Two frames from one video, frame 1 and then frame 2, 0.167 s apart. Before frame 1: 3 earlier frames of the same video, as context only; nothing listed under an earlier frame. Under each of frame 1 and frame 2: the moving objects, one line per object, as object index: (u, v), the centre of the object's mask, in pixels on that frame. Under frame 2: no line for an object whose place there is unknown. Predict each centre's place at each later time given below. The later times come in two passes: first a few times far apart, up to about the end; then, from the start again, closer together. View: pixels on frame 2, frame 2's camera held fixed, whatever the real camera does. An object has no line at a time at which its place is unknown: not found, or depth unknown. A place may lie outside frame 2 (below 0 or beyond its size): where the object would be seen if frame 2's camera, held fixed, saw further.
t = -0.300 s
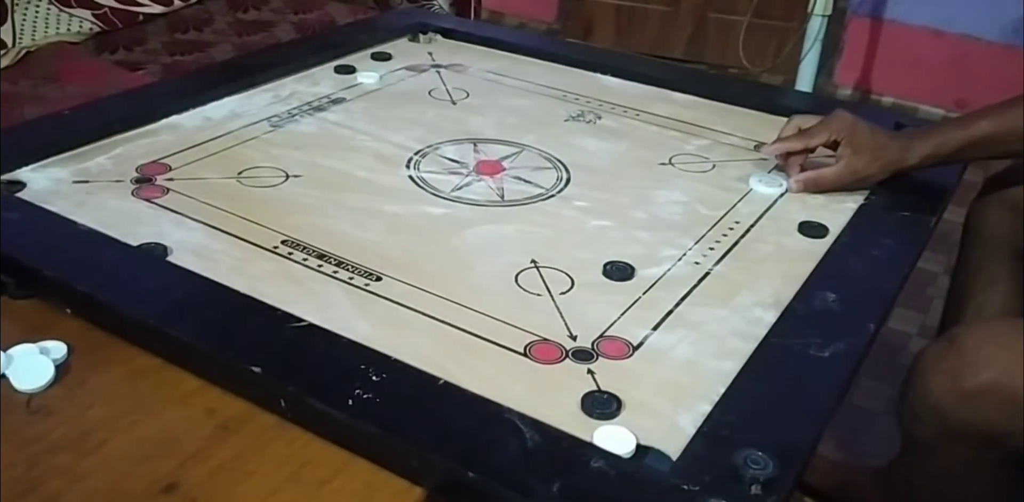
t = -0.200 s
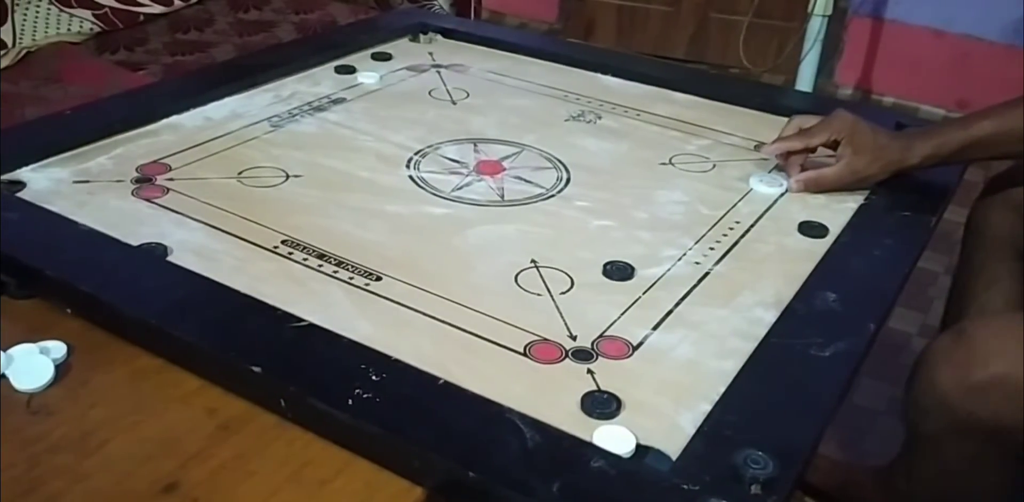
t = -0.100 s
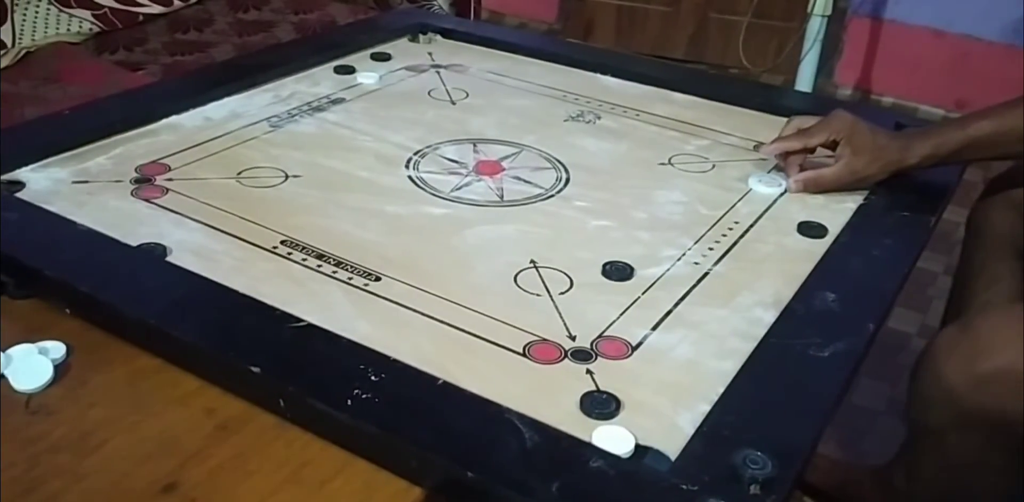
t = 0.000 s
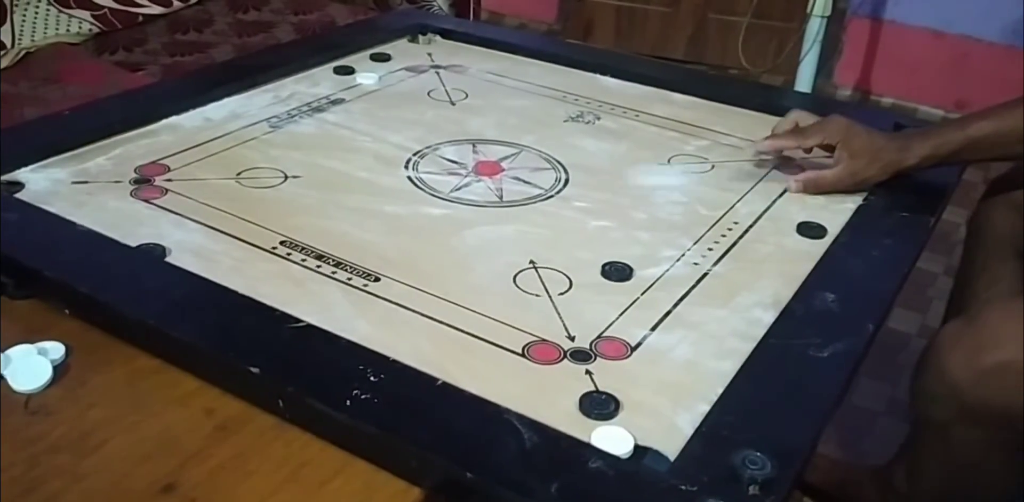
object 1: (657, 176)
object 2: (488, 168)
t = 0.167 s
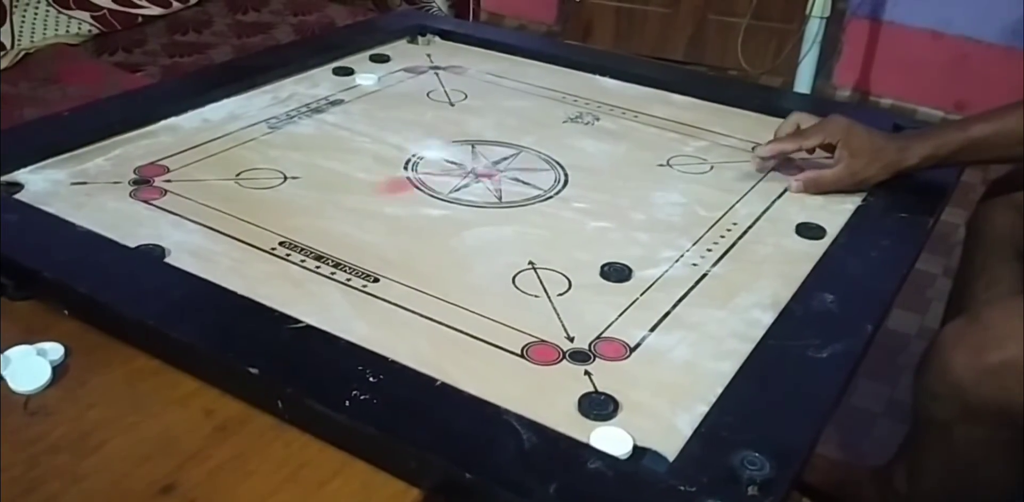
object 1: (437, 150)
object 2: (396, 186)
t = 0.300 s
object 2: (244, 210)
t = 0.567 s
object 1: (222, 111)
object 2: (103, 215)
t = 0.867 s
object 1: (222, 112)
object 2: (105, 209)
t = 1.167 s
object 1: (222, 111)
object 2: (104, 209)
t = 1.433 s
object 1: (223, 111)
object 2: (104, 209)
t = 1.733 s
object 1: (223, 111)
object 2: (104, 209)
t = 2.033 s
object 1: (223, 111)
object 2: (105, 209)
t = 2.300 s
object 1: (222, 111)
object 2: (104, 209)
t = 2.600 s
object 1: (223, 110)
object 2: (104, 209)
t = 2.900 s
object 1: (223, 110)
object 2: (104, 209)
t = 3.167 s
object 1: (223, 110)
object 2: (104, 209)
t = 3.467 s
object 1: (223, 110)
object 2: (103, 209)
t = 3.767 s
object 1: (222, 111)
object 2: (104, 209)
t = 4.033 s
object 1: (223, 110)
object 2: (104, 209)
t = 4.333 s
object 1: (222, 111)
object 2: (104, 209)
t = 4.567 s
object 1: (223, 110)
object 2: (104, 209)
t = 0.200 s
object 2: (357, 192)
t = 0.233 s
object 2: (318, 198)
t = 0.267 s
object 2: (280, 204)
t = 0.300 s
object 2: (244, 210)
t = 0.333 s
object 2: (208, 215)
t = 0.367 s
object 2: (177, 220)
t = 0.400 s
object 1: (239, 117)
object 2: (144, 224)
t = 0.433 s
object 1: (221, 116)
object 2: (118, 228)
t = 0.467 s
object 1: (218, 110)
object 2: (101, 228)
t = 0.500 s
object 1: (220, 111)
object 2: (100, 223)
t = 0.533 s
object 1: (221, 111)
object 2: (100, 219)
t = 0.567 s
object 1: (222, 111)
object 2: (103, 215)
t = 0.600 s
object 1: (221, 111)
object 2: (104, 212)
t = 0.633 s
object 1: (222, 111)
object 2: (104, 210)
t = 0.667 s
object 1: (221, 111)
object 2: (104, 209)
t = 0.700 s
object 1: (221, 111)
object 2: (104, 209)
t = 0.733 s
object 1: (222, 111)
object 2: (104, 209)
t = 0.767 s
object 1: (221, 112)
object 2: (104, 209)
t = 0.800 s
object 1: (222, 111)
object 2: (104, 209)
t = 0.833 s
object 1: (222, 111)
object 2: (104, 209)
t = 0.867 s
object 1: (222, 112)
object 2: (105, 209)
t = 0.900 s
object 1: (223, 112)
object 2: (105, 209)
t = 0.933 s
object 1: (222, 112)
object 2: (104, 209)
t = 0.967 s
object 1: (222, 112)
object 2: (104, 209)
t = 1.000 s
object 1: (222, 112)
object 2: (104, 209)
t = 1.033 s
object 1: (222, 111)
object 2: (104, 209)
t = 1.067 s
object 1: (222, 111)
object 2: (104, 209)
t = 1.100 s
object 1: (222, 111)
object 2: (104, 209)
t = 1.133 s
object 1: (222, 111)
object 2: (104, 209)
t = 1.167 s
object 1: (222, 111)
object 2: (104, 209)
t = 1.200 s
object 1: (222, 111)
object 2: (104, 209)
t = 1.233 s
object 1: (222, 111)
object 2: (104, 209)
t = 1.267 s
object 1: (223, 111)
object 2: (104, 209)
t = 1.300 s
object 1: (222, 111)
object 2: (104, 209)
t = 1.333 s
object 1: (222, 111)
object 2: (104, 209)
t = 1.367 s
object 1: (223, 111)
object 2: (104, 209)
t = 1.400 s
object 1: (223, 111)
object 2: (105, 209)
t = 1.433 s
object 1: (223, 111)
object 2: (104, 209)
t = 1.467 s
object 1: (223, 111)
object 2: (105, 209)
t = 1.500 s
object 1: (223, 111)
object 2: (105, 209)
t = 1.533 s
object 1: (223, 111)
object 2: (105, 209)
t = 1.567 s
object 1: (223, 111)
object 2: (105, 209)
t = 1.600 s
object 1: (223, 111)
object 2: (105, 209)
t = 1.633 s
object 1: (223, 111)
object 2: (105, 209)
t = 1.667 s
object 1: (223, 111)
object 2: (105, 209)
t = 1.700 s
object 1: (223, 111)
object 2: (105, 209)
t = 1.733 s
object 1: (223, 111)
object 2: (104, 209)
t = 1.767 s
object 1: (223, 111)
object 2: (104, 209)
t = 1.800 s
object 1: (223, 111)
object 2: (105, 209)
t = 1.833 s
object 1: (223, 111)
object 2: (104, 209)
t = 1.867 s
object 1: (223, 111)
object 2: (104, 209)
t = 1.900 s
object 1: (222, 111)
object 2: (105, 209)
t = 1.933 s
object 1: (223, 111)
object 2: (105, 209)
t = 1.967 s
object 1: (223, 111)
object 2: (105, 209)
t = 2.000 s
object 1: (223, 111)
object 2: (105, 209)
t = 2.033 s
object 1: (223, 111)
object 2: (105, 209)
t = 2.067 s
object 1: (223, 111)
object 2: (104, 209)
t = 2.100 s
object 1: (223, 111)
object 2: (105, 209)
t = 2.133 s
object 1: (223, 111)
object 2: (104, 209)
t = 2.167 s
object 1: (222, 111)
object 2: (104, 209)
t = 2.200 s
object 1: (222, 111)
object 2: (104, 209)
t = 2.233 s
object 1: (222, 111)
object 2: (104, 209)
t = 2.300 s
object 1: (222, 111)
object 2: (104, 209)
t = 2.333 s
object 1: (222, 111)
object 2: (104, 208)
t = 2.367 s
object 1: (222, 110)
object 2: (104, 209)
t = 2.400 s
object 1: (222, 110)
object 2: (105, 209)
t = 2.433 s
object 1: (223, 111)
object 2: (104, 209)
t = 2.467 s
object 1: (223, 111)
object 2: (104, 208)
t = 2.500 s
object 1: (223, 111)
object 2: (105, 209)
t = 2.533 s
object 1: (222, 111)
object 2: (105, 209)
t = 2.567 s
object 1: (222, 111)
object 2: (105, 209)
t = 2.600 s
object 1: (223, 110)
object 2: (104, 209)
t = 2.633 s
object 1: (223, 111)
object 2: (105, 209)
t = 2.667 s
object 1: (223, 111)
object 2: (105, 209)
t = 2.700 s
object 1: (223, 111)
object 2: (104, 209)
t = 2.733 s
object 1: (223, 111)
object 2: (104, 209)
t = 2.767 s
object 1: (223, 110)
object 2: (104, 209)
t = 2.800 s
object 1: (223, 110)
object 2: (104, 209)
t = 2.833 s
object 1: (223, 110)
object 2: (104, 209)
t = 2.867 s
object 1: (223, 110)
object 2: (104, 209)
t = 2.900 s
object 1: (223, 110)
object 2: (104, 209)
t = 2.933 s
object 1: (223, 110)
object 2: (104, 209)
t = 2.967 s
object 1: (223, 110)
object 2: (104, 209)
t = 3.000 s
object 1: (223, 110)
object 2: (104, 209)
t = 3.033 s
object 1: (223, 110)
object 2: (104, 209)
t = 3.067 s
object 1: (223, 110)
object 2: (104, 209)
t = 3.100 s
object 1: (223, 110)
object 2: (104, 209)
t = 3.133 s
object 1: (223, 110)
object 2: (104, 209)
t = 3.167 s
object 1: (223, 110)
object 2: (104, 209)
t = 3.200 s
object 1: (221, 111)
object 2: (104, 209)
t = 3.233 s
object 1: (221, 111)
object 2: (105, 209)
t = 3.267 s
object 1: (223, 110)
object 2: (104, 209)
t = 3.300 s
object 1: (223, 110)
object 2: (104, 209)
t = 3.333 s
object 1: (223, 110)
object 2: (104, 209)
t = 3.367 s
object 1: (223, 110)
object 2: (104, 209)
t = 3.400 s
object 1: (223, 110)
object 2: (103, 209)
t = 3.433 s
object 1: (223, 110)
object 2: (103, 209)
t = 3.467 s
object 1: (223, 110)
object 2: (103, 209)
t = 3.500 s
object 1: (224, 110)
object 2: (102, 209)
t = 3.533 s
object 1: (221, 110)
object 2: (102, 209)
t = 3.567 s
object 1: (222, 110)
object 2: (103, 209)
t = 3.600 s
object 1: (222, 111)
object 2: (104, 209)
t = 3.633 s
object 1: (222, 111)
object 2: (104, 209)
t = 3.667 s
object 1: (222, 111)
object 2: (104, 209)
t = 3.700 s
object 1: (222, 111)
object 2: (104, 209)
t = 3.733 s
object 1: (222, 111)
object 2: (104, 209)
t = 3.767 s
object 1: (222, 111)
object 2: (104, 209)
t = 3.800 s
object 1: (221, 110)
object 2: (104, 209)
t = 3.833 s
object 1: (222, 110)
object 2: (104, 209)
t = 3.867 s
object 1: (221, 110)
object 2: (104, 209)
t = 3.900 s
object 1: (221, 111)
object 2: (104, 209)
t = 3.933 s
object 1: (221, 111)
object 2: (104, 209)
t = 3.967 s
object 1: (222, 110)
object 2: (104, 209)
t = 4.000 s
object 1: (222, 111)
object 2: (104, 209)
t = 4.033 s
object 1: (223, 110)
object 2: (104, 209)
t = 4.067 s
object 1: (223, 110)
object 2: (104, 208)
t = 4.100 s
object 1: (223, 110)
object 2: (104, 209)
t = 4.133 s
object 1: (222, 111)
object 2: (104, 209)
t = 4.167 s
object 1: (222, 111)
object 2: (104, 209)
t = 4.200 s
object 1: (223, 111)
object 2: (104, 209)
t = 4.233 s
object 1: (222, 111)
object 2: (104, 209)
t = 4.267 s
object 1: (223, 111)
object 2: (104, 209)
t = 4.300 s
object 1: (223, 111)
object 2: (104, 209)
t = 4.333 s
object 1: (222, 111)
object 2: (104, 209)
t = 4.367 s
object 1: (222, 110)
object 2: (104, 209)
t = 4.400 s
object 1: (222, 111)
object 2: (104, 209)
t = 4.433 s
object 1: (223, 110)
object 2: (104, 209)
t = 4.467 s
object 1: (222, 111)
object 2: (104, 209)
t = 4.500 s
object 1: (223, 110)
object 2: (105, 209)
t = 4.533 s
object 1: (223, 110)
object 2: (104, 208)
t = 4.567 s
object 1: (223, 110)
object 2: (104, 209)
